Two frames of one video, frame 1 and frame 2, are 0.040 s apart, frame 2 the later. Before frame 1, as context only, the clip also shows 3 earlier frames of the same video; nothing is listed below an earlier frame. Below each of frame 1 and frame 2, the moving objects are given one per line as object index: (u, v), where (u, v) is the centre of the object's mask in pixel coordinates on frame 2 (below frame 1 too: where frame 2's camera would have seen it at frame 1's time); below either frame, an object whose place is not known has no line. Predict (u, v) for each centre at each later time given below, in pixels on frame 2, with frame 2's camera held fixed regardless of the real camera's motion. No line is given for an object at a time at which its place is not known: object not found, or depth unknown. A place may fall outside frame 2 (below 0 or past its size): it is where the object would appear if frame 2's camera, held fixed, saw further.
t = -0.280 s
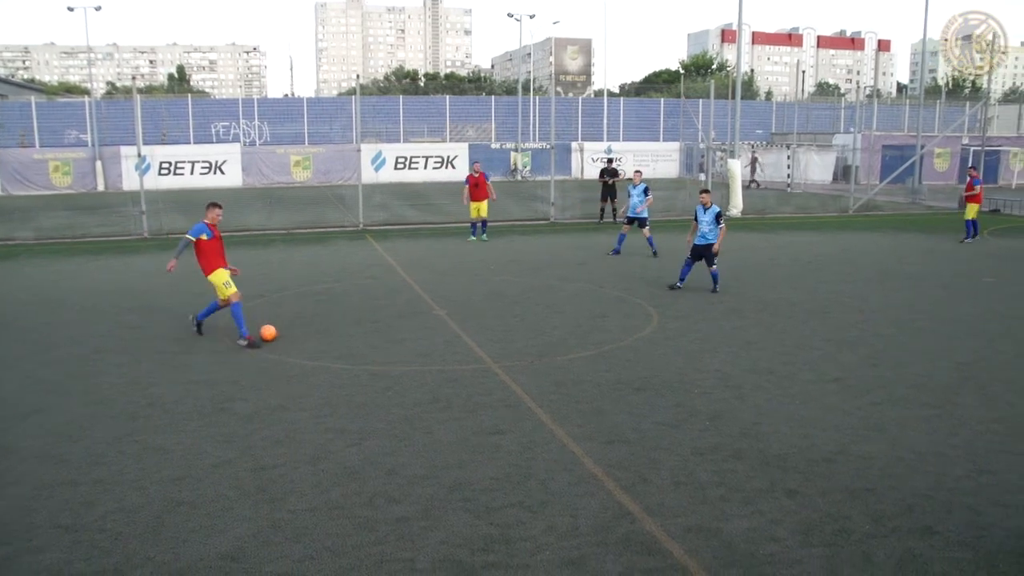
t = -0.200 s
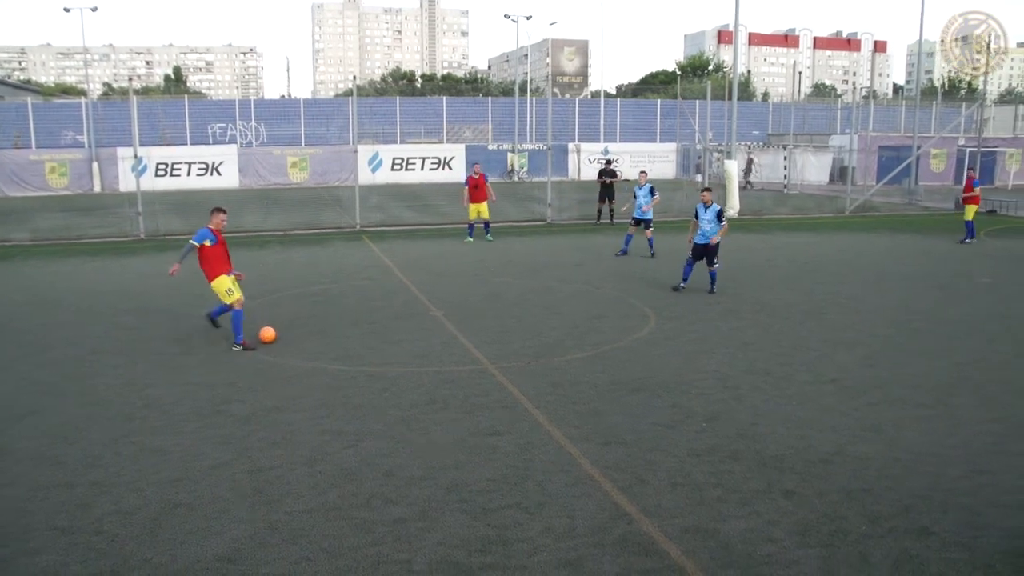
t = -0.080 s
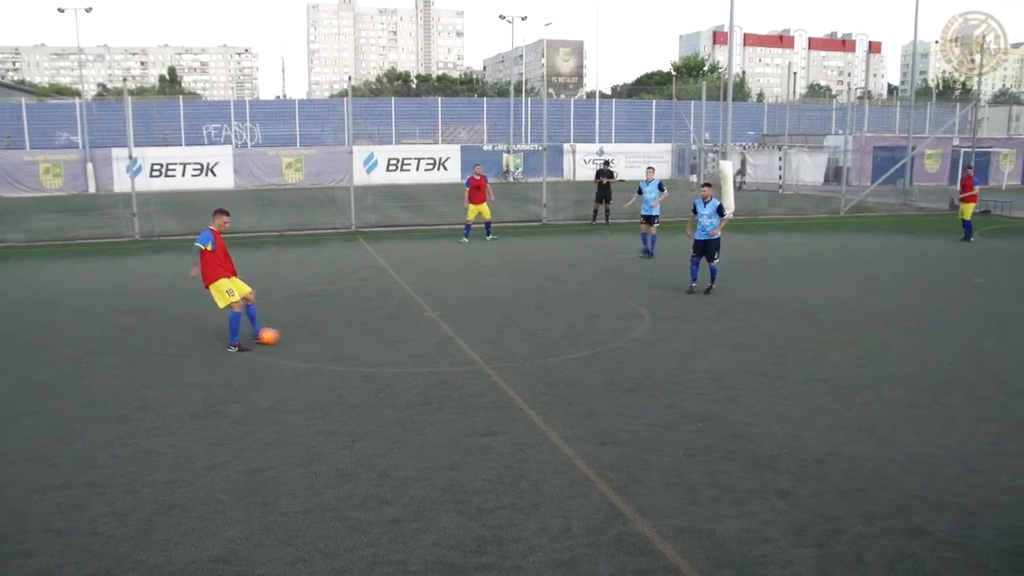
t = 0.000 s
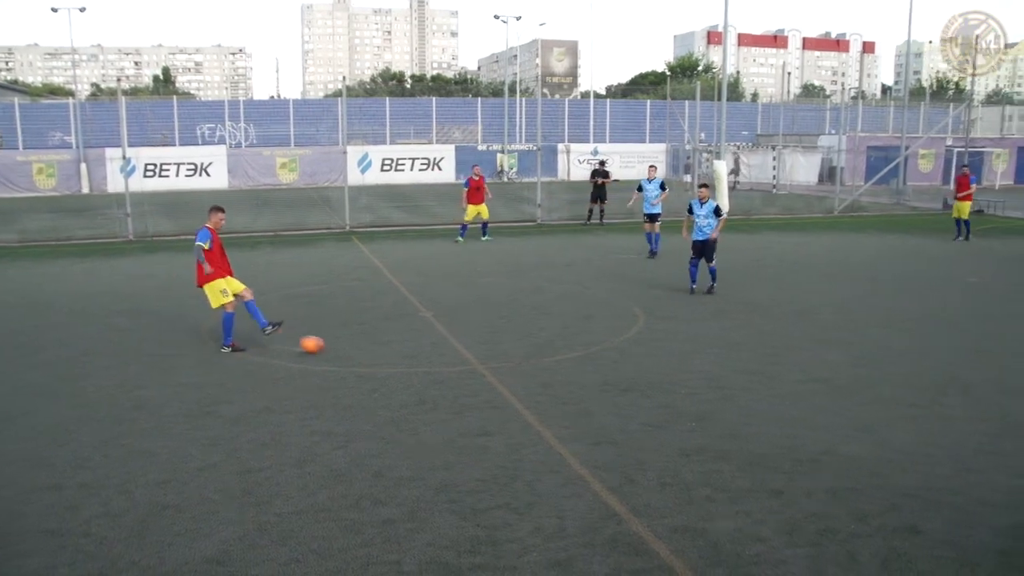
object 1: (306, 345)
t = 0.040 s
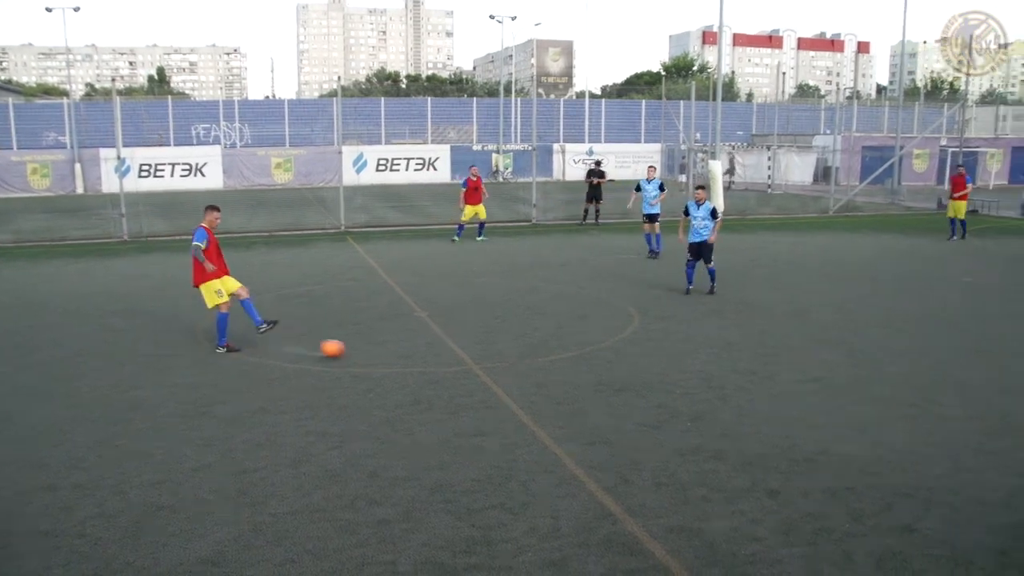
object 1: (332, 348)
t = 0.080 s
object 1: (358, 352)
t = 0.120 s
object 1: (385, 356)
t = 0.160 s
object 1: (412, 362)
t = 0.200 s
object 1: (438, 365)
